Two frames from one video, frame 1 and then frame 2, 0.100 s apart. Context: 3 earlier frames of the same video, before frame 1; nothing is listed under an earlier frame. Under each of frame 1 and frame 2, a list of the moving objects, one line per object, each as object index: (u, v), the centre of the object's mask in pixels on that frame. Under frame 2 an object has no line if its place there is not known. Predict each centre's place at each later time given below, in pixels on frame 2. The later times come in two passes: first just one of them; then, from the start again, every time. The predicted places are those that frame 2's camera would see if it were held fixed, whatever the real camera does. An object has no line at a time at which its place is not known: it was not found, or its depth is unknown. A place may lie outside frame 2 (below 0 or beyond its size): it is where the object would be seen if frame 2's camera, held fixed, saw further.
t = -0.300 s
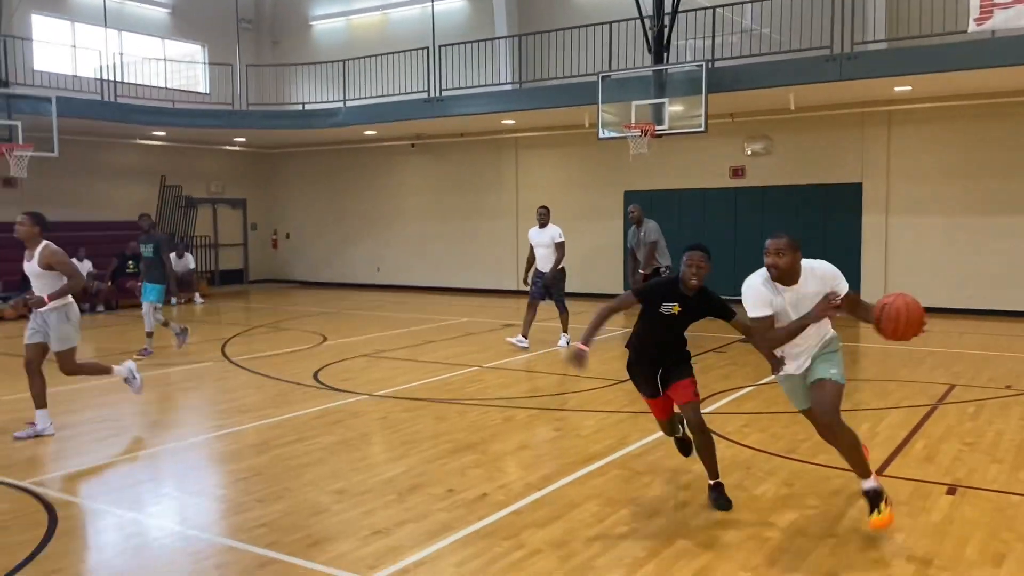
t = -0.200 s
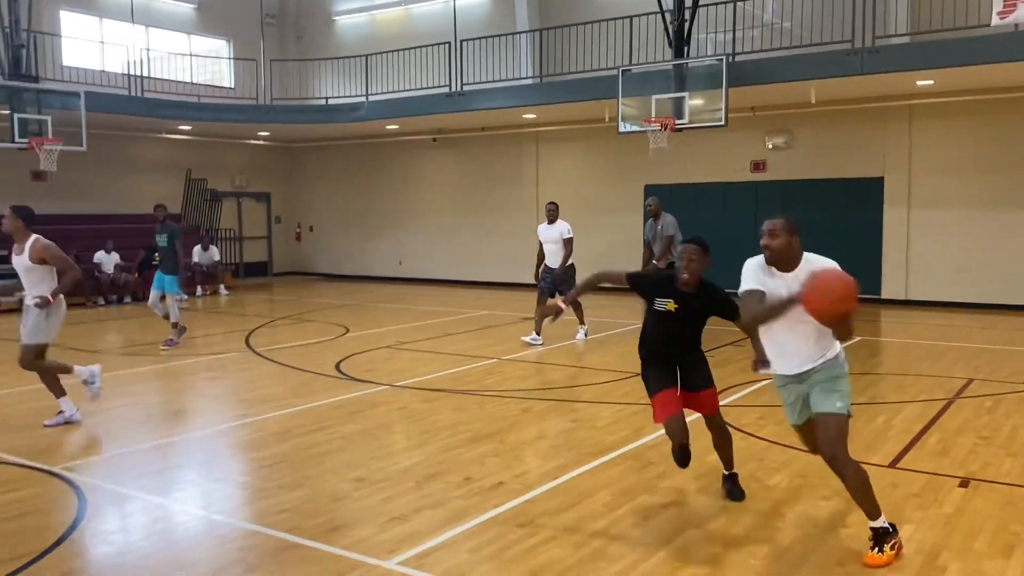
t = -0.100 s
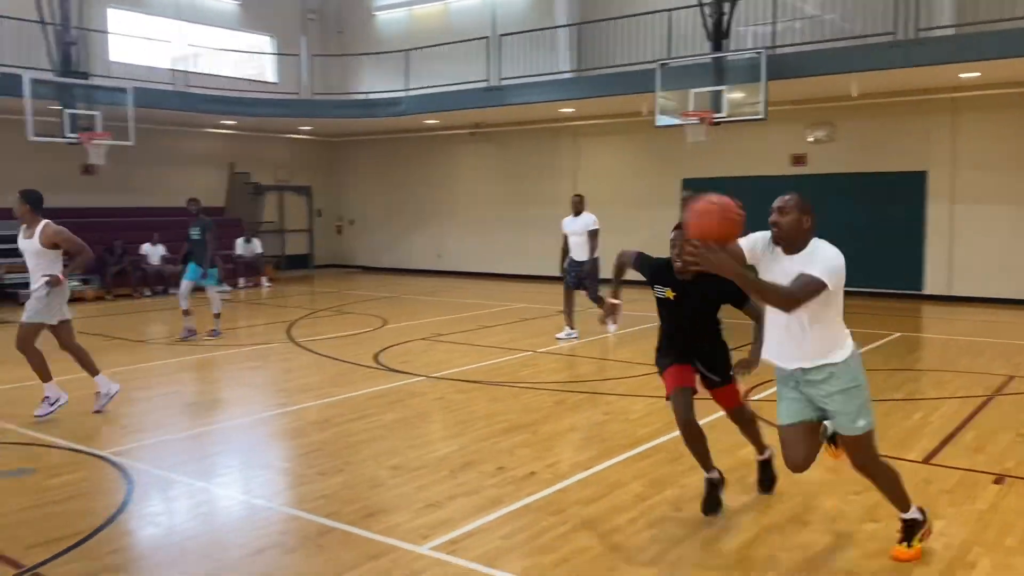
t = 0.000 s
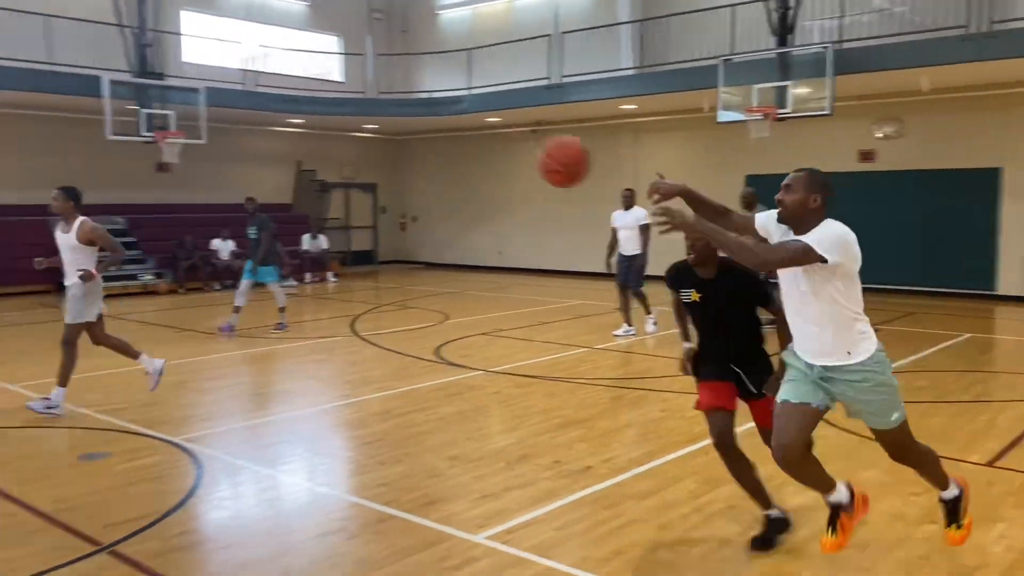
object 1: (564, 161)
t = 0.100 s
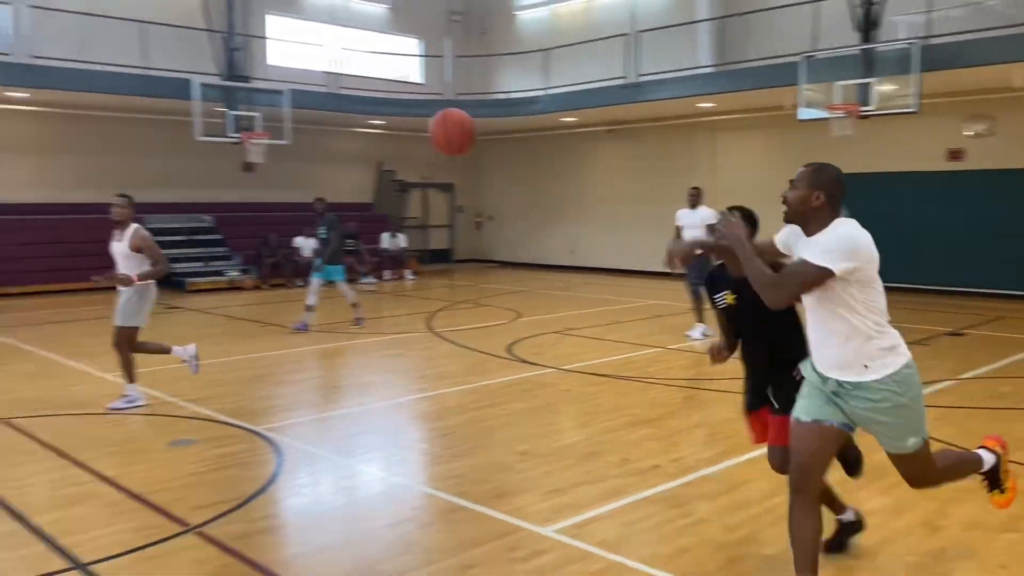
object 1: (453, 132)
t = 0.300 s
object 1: (176, 134)
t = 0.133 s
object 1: (399, 127)
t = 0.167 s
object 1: (348, 125)
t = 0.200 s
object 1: (301, 124)
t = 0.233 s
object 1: (257, 127)
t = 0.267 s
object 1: (217, 130)
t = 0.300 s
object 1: (176, 134)
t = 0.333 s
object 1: (138, 139)
